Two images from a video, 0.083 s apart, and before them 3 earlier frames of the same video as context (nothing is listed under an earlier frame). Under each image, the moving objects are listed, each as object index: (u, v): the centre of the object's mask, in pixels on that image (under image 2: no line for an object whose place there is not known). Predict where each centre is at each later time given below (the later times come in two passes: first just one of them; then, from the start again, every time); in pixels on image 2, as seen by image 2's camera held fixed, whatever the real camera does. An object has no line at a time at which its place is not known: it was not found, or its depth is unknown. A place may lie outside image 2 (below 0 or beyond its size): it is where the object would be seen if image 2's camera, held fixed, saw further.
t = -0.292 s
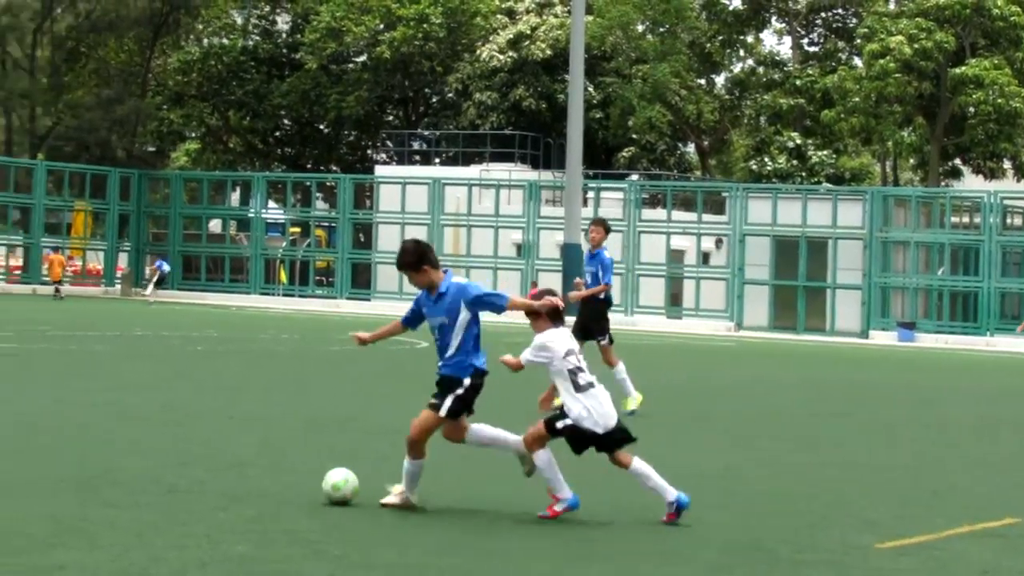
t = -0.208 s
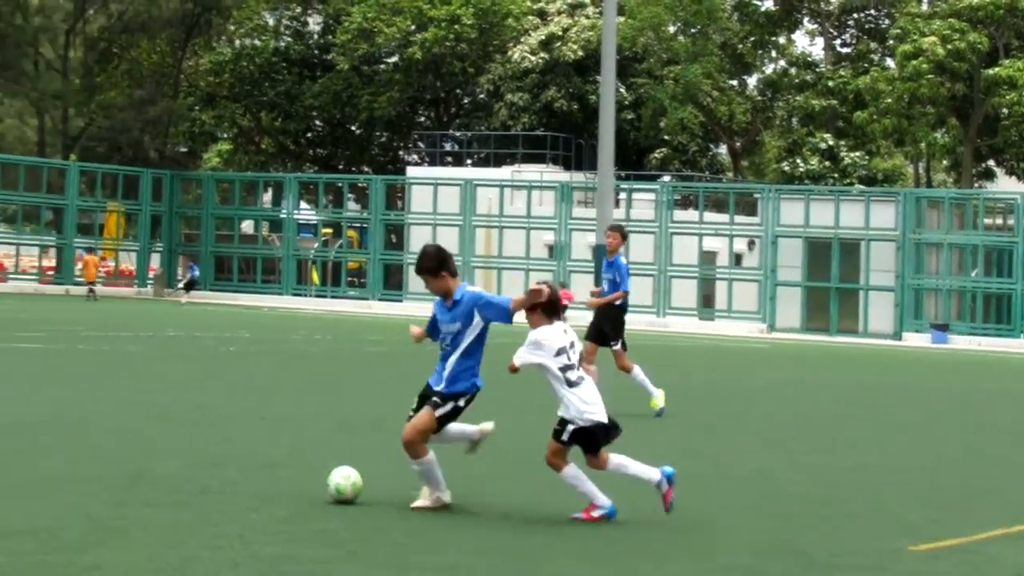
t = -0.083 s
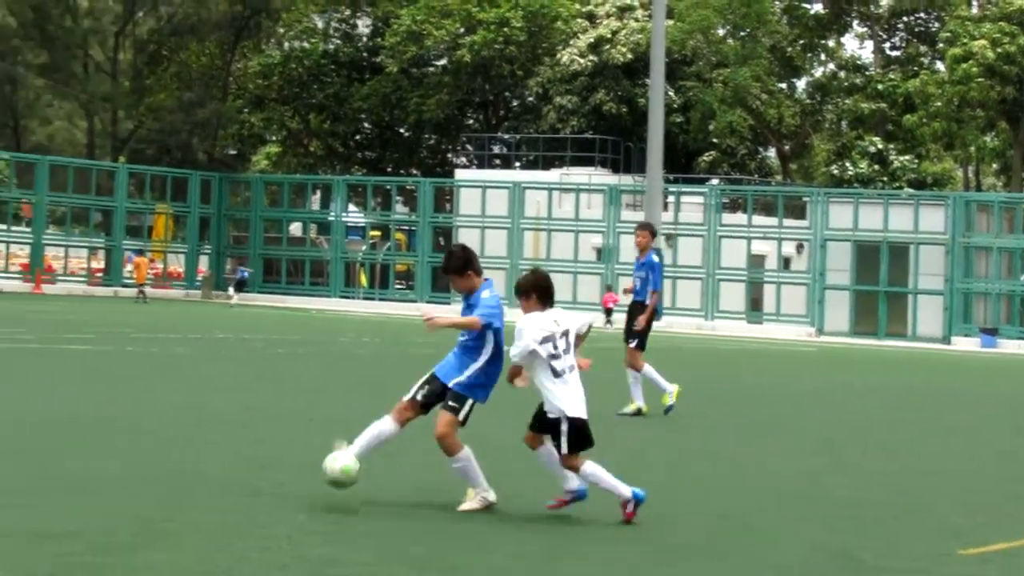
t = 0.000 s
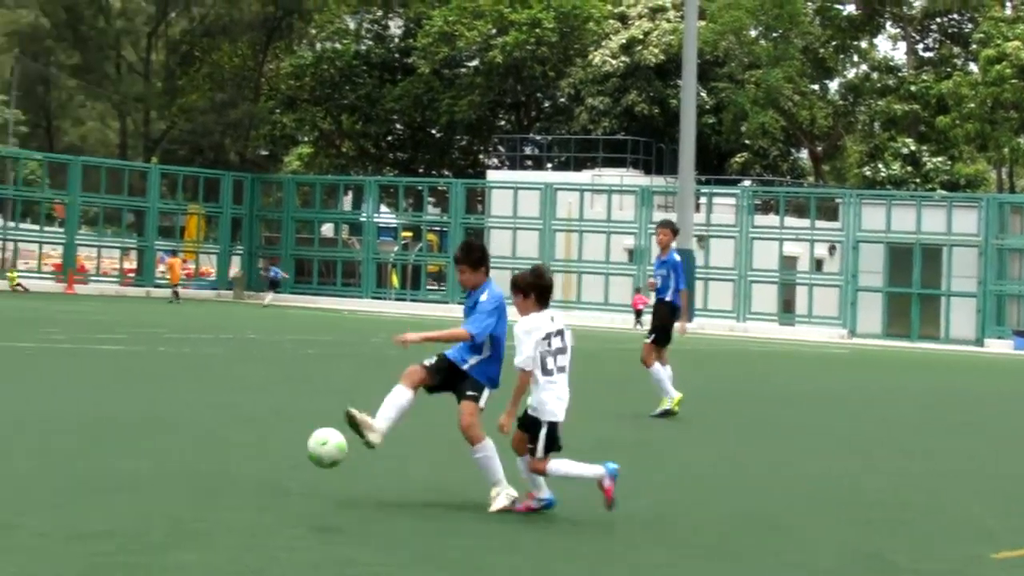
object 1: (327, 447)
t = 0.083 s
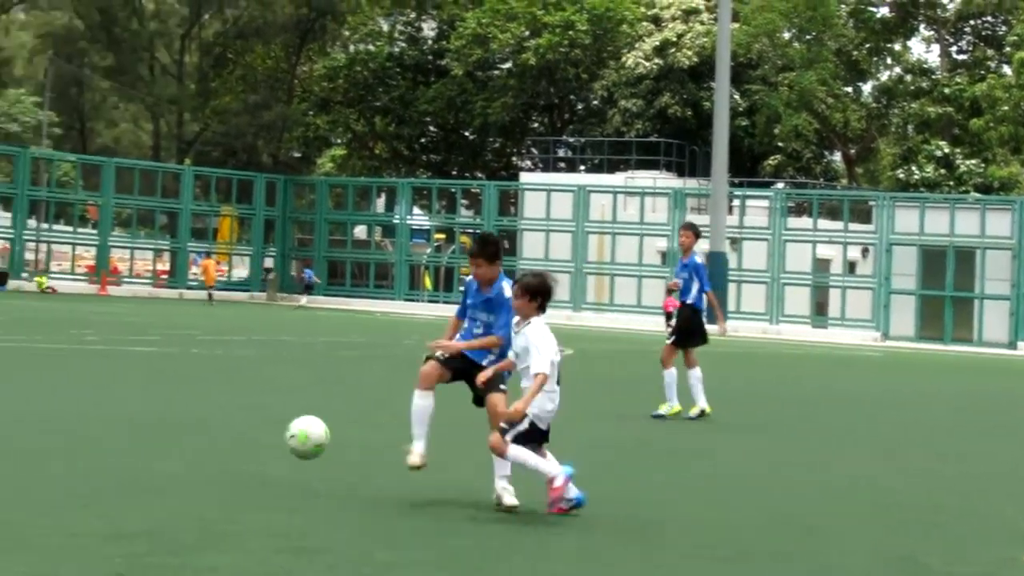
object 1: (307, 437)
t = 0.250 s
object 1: (178, 455)
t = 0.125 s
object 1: (279, 437)
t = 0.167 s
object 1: (247, 438)
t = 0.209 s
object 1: (214, 444)
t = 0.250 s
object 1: (178, 455)
